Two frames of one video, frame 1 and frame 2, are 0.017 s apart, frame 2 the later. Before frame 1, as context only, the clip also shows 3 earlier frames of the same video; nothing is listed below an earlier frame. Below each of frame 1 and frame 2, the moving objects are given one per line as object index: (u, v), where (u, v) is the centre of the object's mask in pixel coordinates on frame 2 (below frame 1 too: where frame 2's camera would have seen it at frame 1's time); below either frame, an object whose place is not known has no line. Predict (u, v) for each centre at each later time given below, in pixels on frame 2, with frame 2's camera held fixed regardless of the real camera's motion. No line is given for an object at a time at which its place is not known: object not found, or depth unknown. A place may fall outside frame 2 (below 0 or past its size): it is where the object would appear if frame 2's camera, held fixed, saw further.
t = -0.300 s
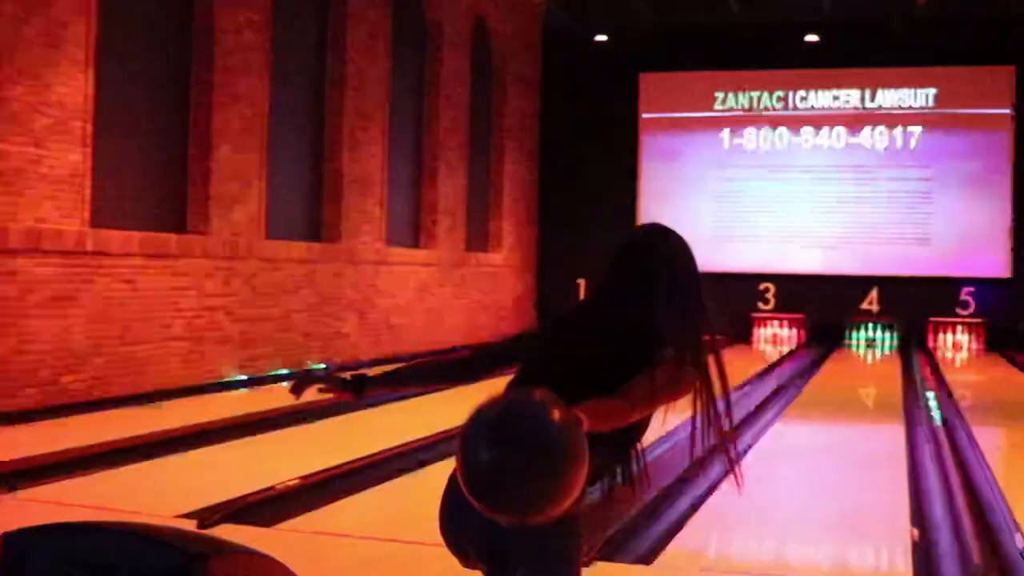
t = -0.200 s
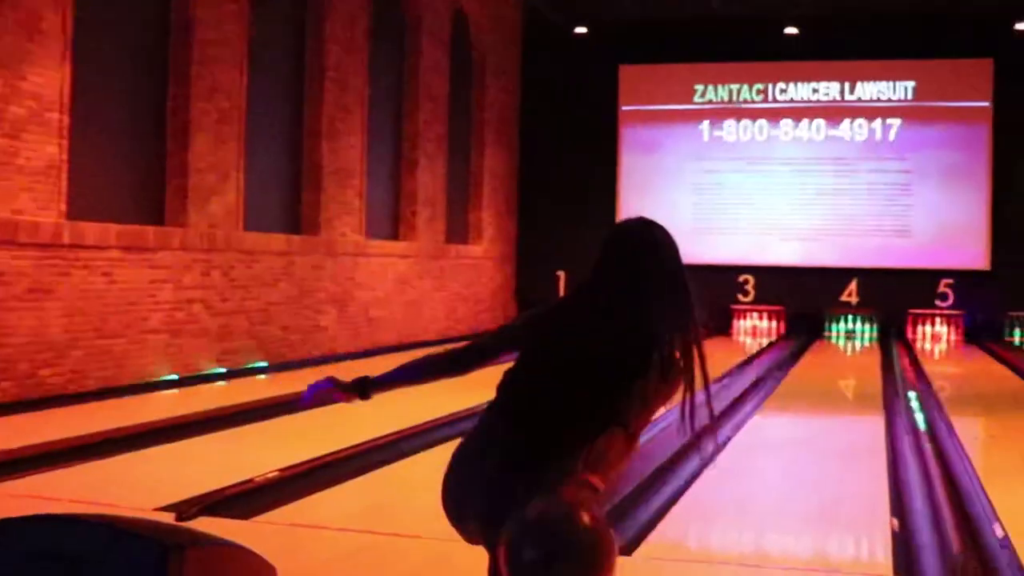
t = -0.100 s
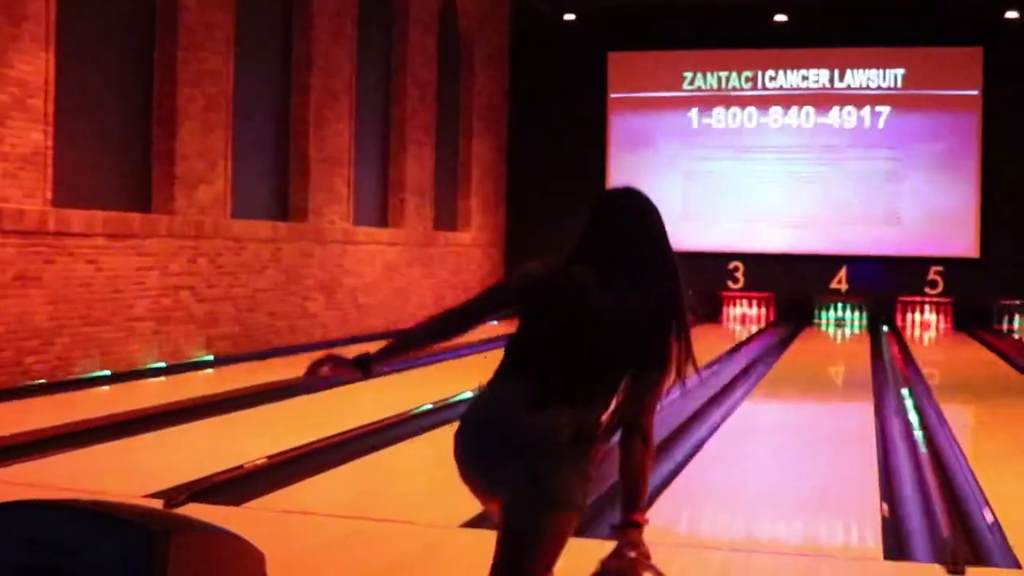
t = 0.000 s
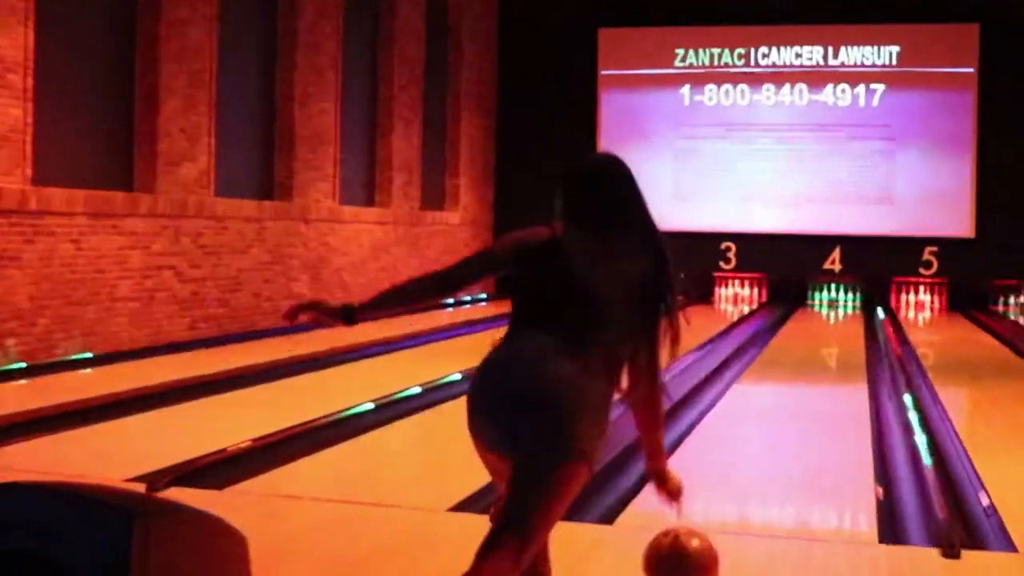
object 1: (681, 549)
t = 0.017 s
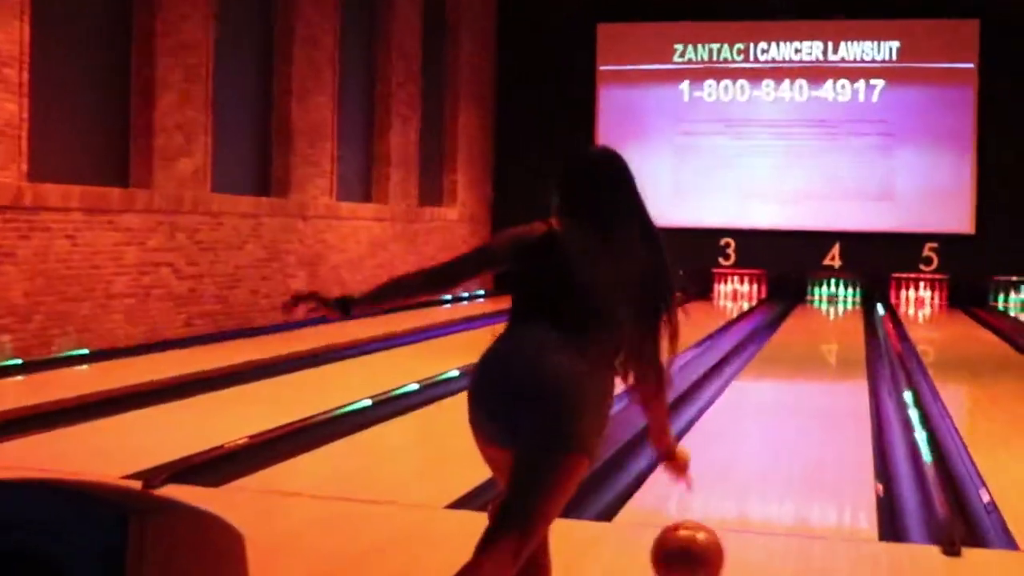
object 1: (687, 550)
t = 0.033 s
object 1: (693, 552)
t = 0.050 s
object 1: (702, 551)
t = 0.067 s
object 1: (706, 549)
